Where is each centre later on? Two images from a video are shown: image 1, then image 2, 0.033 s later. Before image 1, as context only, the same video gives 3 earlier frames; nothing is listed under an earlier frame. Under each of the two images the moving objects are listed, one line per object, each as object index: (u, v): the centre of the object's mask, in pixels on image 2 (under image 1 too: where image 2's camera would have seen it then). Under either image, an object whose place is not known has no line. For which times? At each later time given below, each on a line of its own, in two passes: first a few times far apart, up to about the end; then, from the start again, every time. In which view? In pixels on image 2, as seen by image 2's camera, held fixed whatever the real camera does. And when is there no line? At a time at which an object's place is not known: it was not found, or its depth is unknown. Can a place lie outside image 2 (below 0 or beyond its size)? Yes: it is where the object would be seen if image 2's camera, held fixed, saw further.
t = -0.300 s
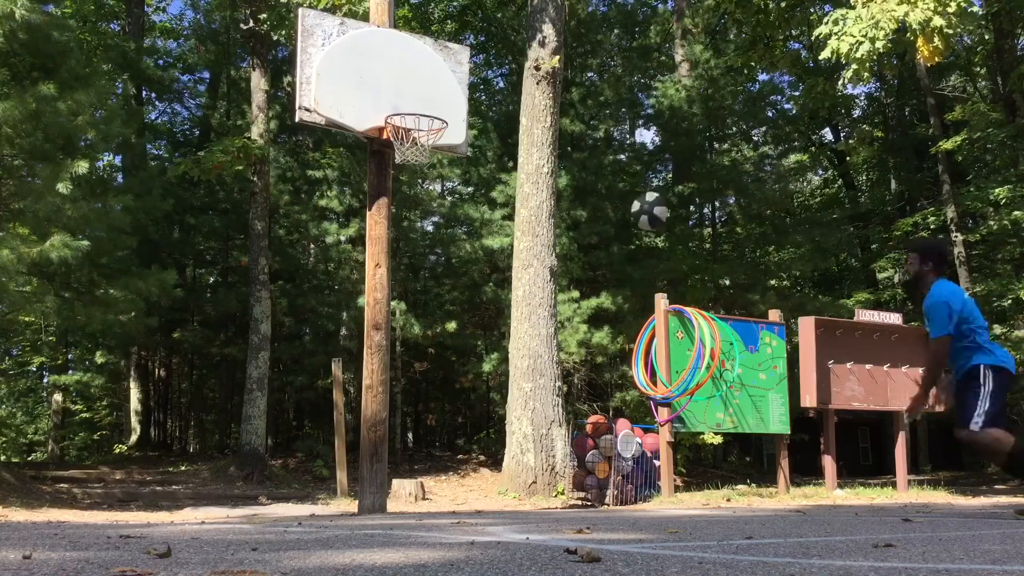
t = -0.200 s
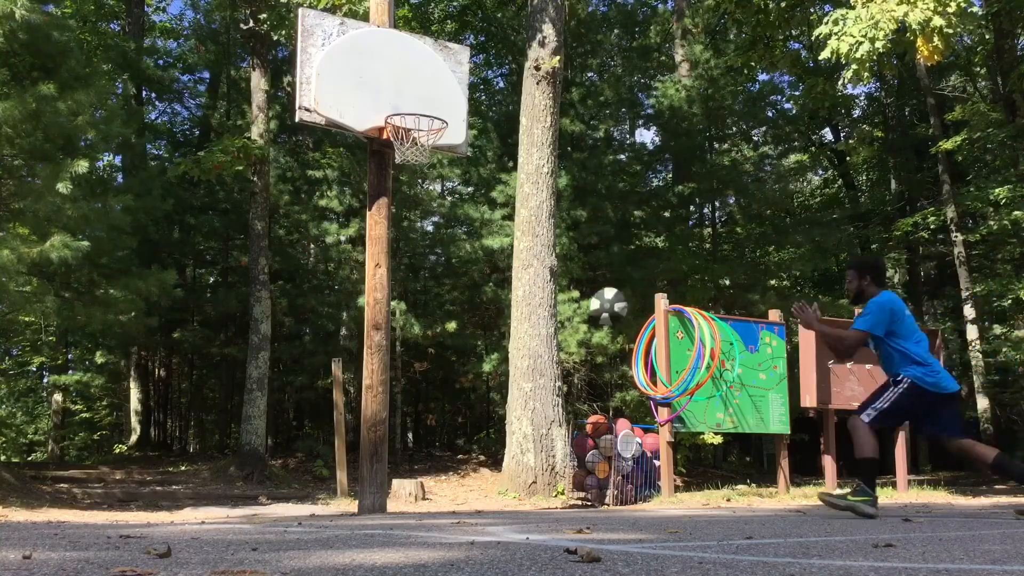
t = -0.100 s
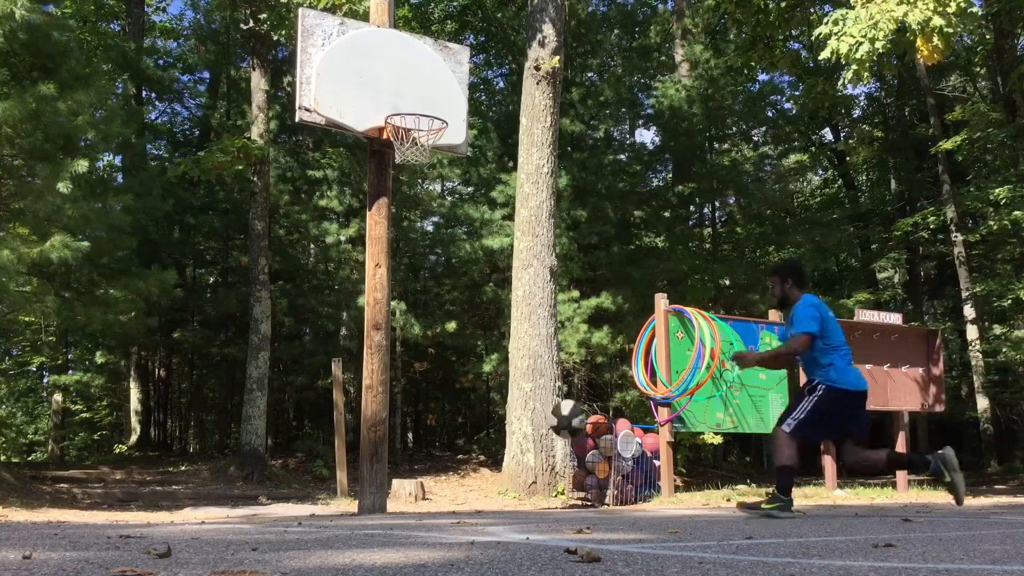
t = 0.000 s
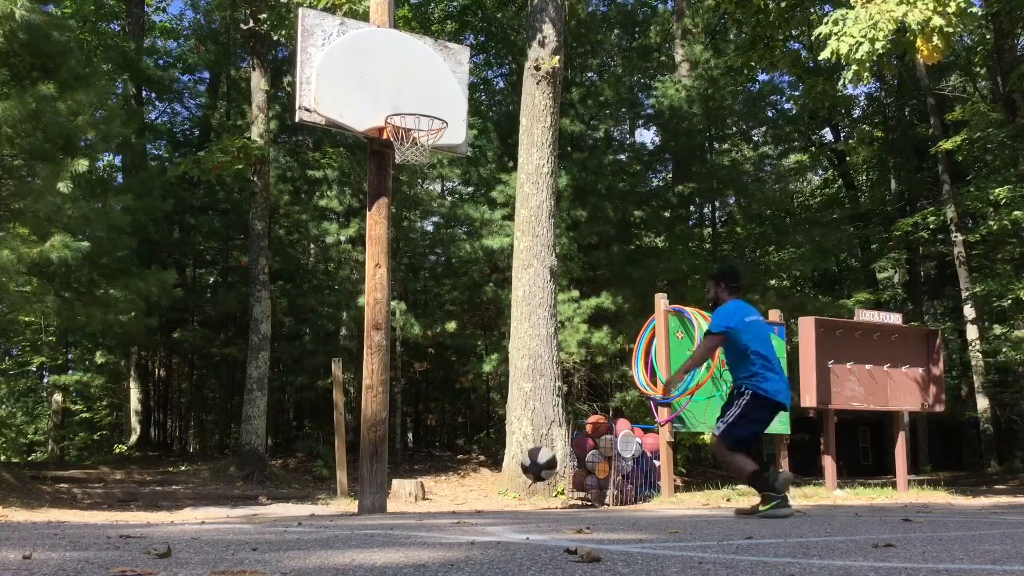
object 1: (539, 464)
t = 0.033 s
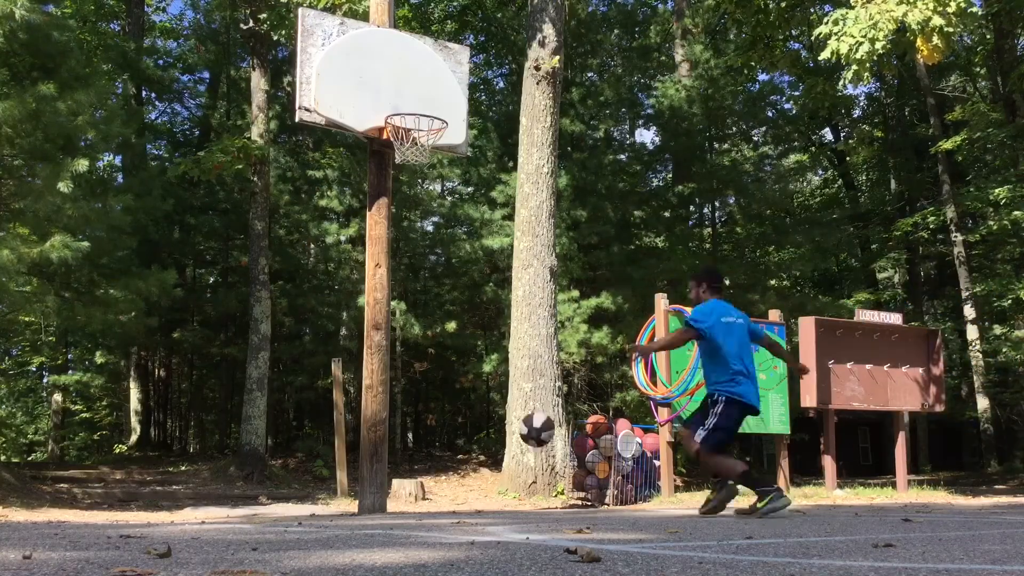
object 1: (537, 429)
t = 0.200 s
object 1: (526, 286)
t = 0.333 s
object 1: (519, 202)
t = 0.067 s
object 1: (535, 398)
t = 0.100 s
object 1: (533, 367)
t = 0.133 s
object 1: (530, 338)
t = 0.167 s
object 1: (528, 310)
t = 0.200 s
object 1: (526, 286)
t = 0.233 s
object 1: (524, 262)
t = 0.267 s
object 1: (523, 239)
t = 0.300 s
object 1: (520, 220)
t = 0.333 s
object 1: (519, 202)
